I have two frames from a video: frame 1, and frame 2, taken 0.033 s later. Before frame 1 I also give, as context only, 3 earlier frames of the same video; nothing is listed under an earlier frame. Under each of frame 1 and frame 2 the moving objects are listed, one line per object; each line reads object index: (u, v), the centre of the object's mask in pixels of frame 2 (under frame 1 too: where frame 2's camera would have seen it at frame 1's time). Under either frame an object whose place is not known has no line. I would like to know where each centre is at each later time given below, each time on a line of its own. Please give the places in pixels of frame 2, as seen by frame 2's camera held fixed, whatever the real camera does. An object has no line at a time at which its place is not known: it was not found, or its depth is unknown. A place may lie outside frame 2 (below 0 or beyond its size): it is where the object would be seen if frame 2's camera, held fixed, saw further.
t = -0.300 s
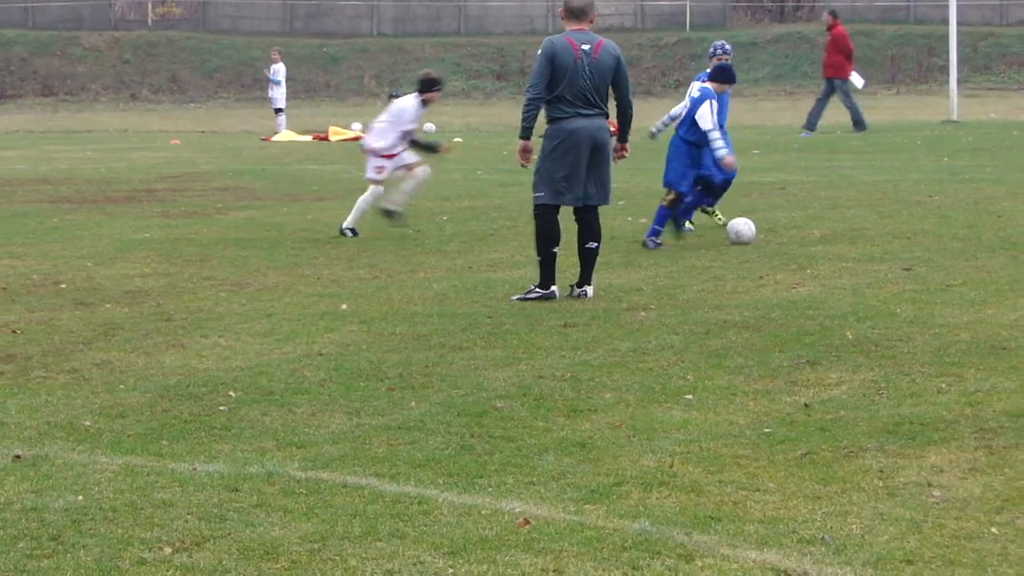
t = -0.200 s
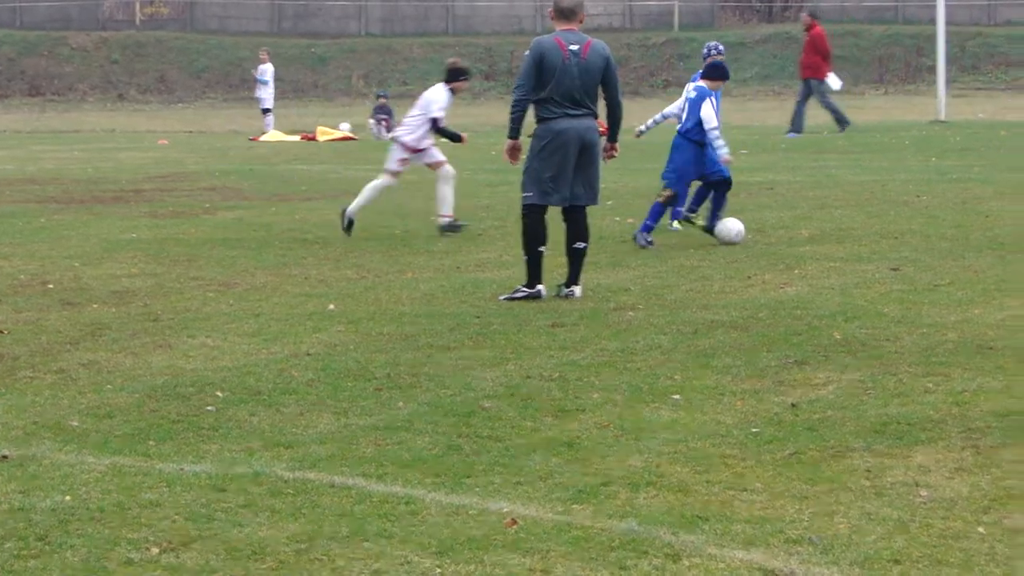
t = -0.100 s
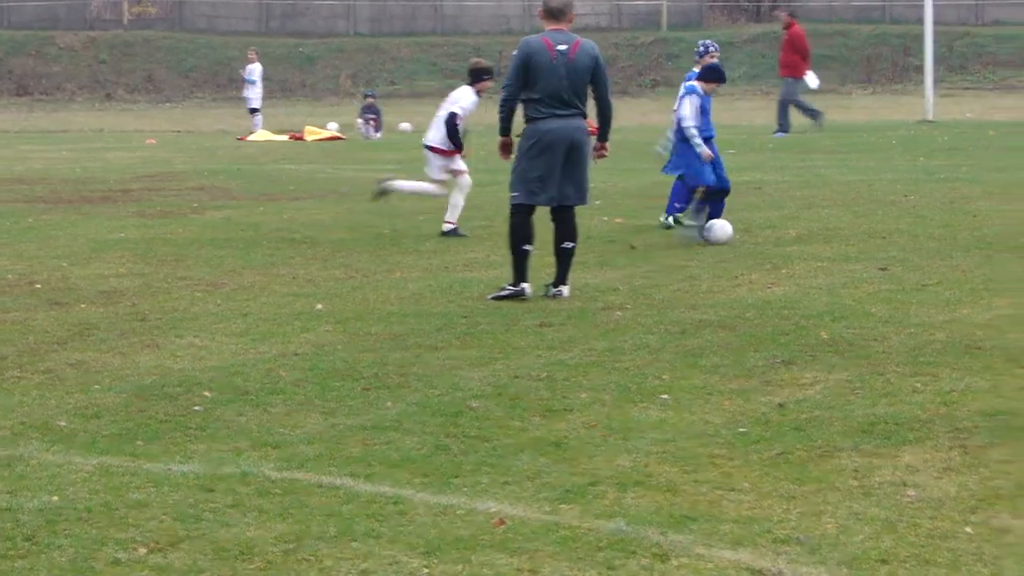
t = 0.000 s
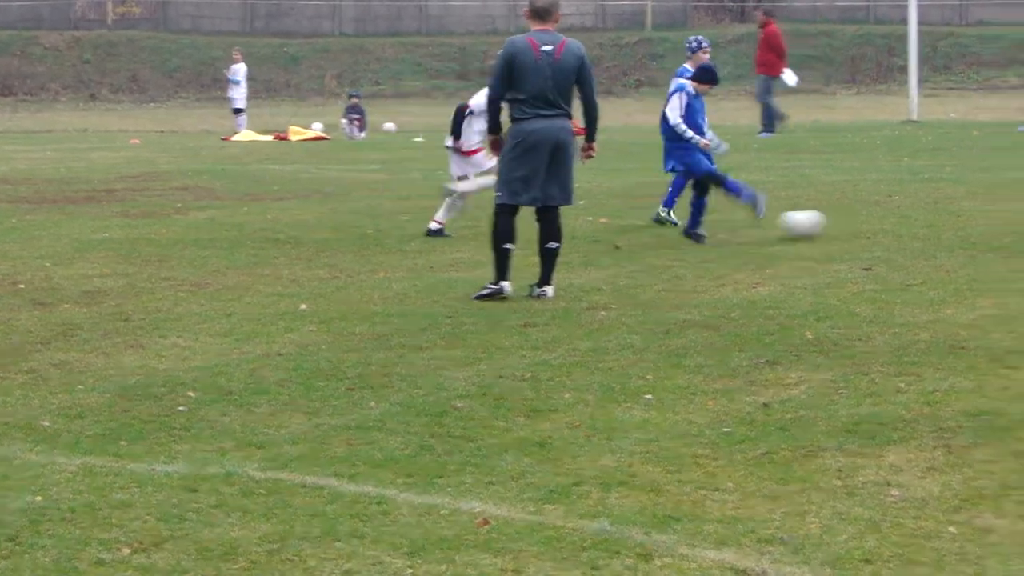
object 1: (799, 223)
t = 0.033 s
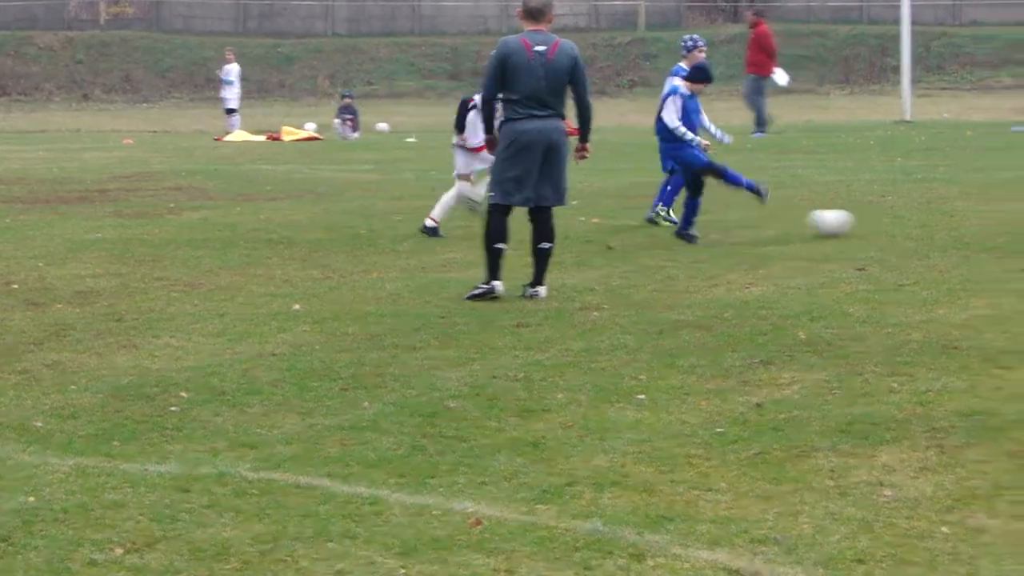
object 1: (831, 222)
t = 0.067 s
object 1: (862, 223)
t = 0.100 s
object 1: (894, 221)
